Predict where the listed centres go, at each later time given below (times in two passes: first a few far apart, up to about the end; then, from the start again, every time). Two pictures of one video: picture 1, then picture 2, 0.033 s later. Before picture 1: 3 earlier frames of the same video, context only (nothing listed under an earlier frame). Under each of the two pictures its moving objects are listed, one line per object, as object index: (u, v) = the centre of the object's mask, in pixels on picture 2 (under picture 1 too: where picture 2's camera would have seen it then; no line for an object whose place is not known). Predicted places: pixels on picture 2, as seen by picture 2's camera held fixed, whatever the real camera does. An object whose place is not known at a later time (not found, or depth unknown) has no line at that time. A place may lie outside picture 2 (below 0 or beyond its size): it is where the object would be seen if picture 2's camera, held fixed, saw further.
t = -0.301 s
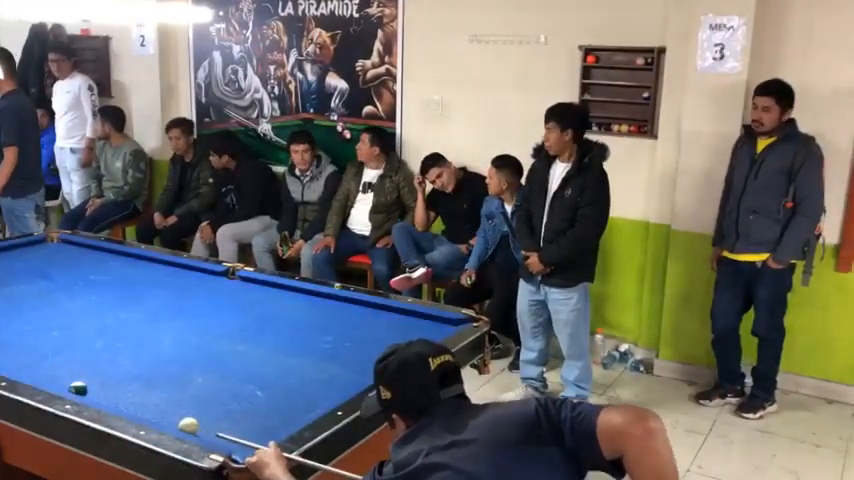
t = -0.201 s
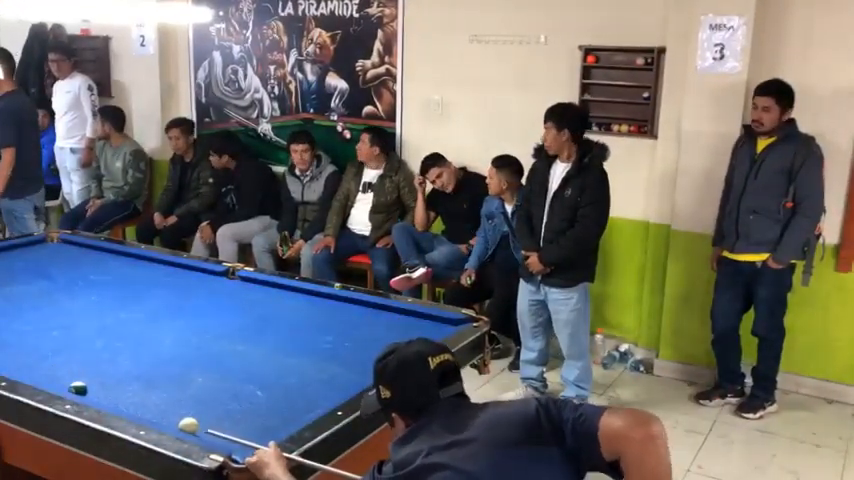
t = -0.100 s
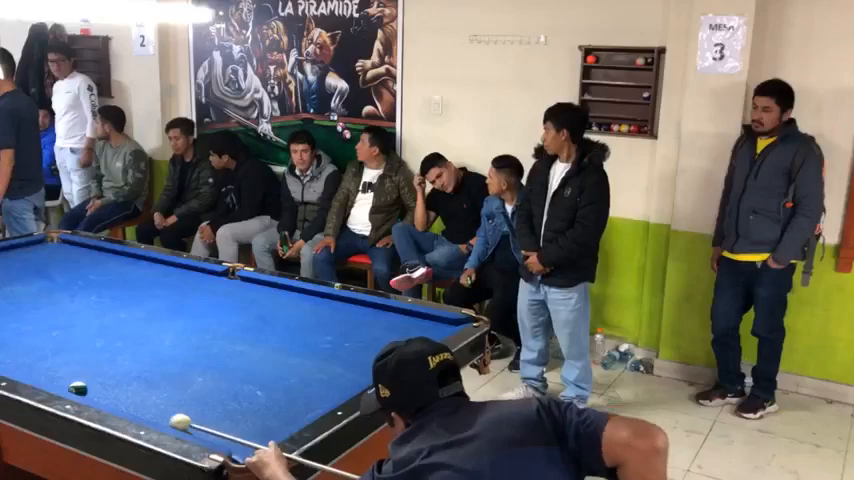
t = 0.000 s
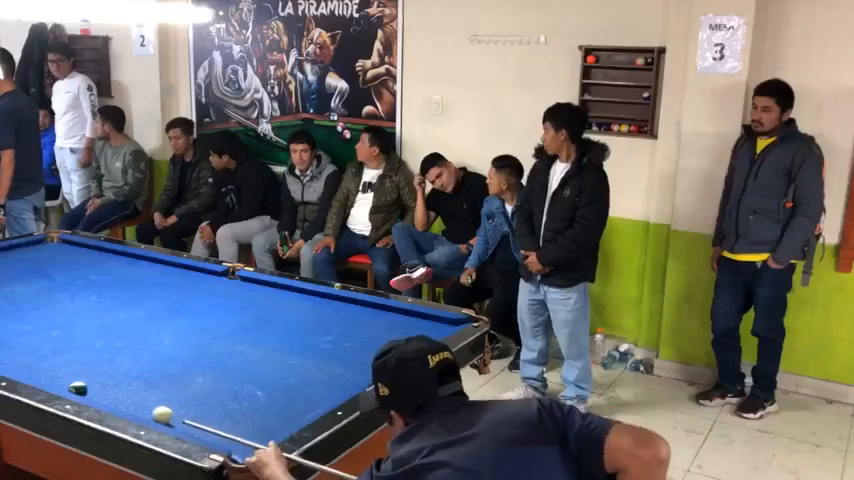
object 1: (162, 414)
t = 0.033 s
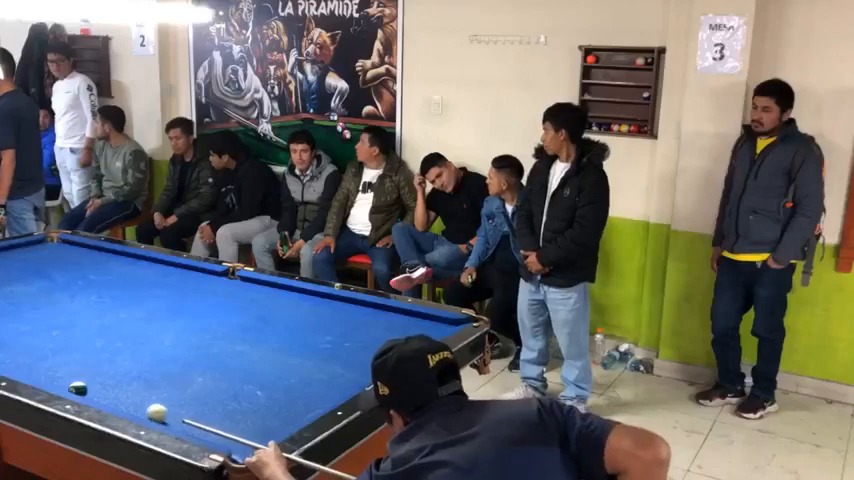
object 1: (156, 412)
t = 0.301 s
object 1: (113, 395)
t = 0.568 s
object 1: (94, 377)
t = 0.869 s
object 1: (86, 360)
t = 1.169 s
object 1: (79, 344)
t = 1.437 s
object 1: (74, 332)
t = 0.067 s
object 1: (150, 410)
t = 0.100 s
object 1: (145, 408)
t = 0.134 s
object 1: (139, 405)
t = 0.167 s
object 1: (134, 403)
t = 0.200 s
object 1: (129, 401)
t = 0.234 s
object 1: (124, 399)
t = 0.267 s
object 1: (118, 397)
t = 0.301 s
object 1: (113, 395)
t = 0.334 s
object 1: (108, 393)
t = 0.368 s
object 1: (104, 391)
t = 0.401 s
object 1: (99, 389)
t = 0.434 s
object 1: (97, 387)
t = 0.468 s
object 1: (96, 384)
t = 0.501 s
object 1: (95, 381)
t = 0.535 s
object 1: (94, 379)
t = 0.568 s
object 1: (94, 377)
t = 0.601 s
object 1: (93, 375)
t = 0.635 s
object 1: (92, 373)
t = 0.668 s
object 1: (91, 371)
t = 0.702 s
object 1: (90, 369)
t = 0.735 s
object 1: (89, 367)
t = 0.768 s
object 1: (88, 365)
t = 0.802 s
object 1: (87, 363)
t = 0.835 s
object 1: (87, 361)
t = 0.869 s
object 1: (86, 360)
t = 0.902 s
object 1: (85, 358)
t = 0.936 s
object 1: (84, 356)
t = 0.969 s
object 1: (84, 354)
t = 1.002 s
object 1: (83, 353)
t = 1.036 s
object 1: (82, 351)
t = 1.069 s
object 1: (82, 349)
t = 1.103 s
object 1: (81, 347)
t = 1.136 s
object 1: (80, 346)
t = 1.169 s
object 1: (79, 344)
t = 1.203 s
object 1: (79, 342)
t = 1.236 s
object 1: (78, 341)
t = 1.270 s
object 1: (77, 339)
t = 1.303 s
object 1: (77, 338)
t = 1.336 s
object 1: (76, 336)
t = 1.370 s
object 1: (76, 335)
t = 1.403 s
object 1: (75, 333)
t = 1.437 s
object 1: (74, 332)
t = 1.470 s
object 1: (74, 330)
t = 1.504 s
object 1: (73, 329)
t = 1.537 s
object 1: (73, 328)
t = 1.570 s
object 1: (72, 326)
